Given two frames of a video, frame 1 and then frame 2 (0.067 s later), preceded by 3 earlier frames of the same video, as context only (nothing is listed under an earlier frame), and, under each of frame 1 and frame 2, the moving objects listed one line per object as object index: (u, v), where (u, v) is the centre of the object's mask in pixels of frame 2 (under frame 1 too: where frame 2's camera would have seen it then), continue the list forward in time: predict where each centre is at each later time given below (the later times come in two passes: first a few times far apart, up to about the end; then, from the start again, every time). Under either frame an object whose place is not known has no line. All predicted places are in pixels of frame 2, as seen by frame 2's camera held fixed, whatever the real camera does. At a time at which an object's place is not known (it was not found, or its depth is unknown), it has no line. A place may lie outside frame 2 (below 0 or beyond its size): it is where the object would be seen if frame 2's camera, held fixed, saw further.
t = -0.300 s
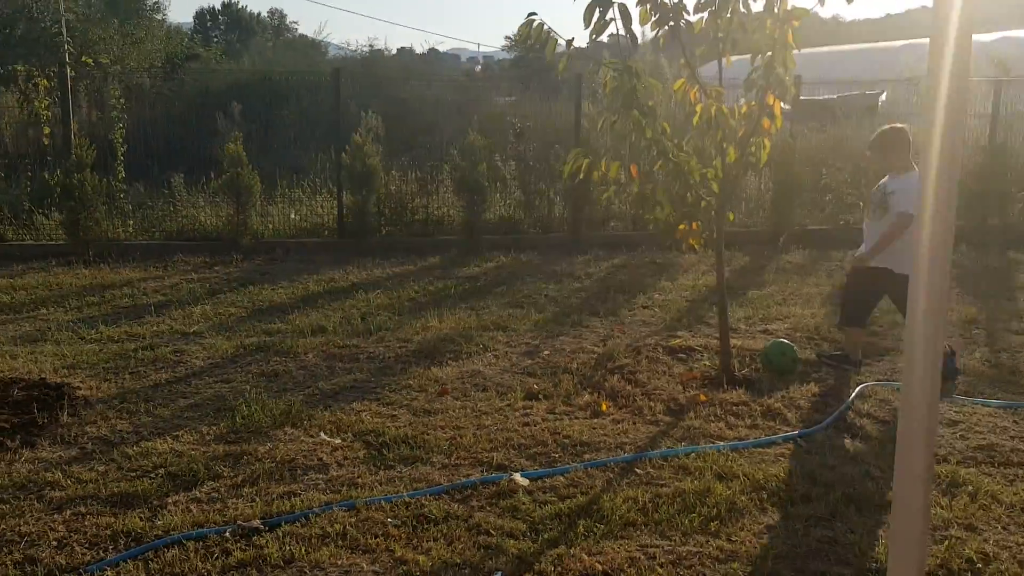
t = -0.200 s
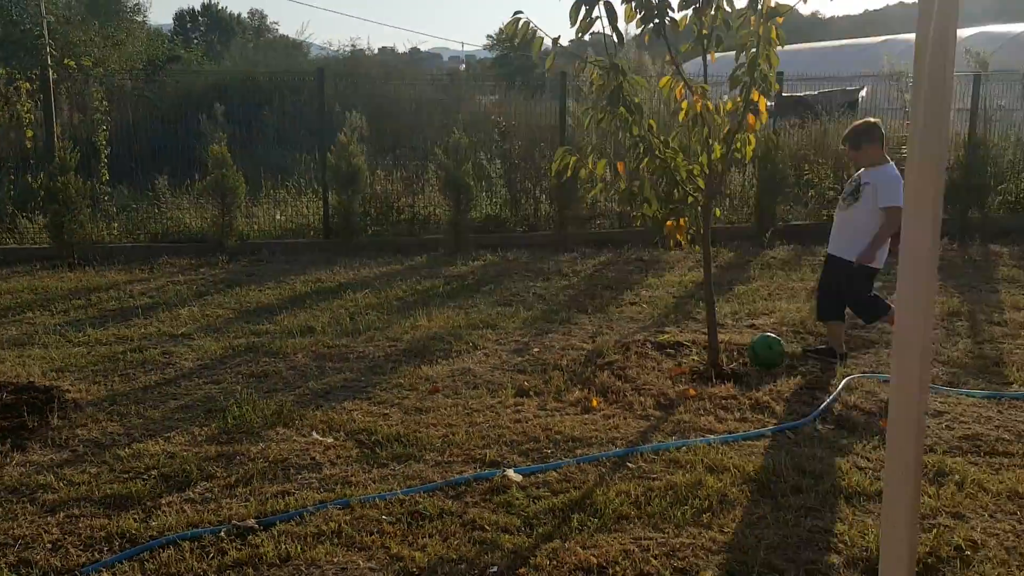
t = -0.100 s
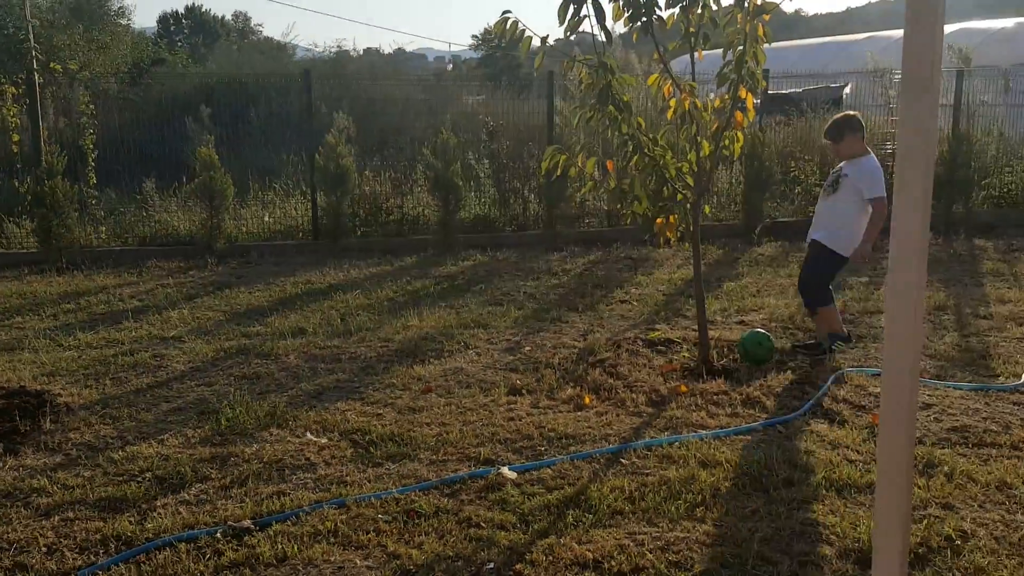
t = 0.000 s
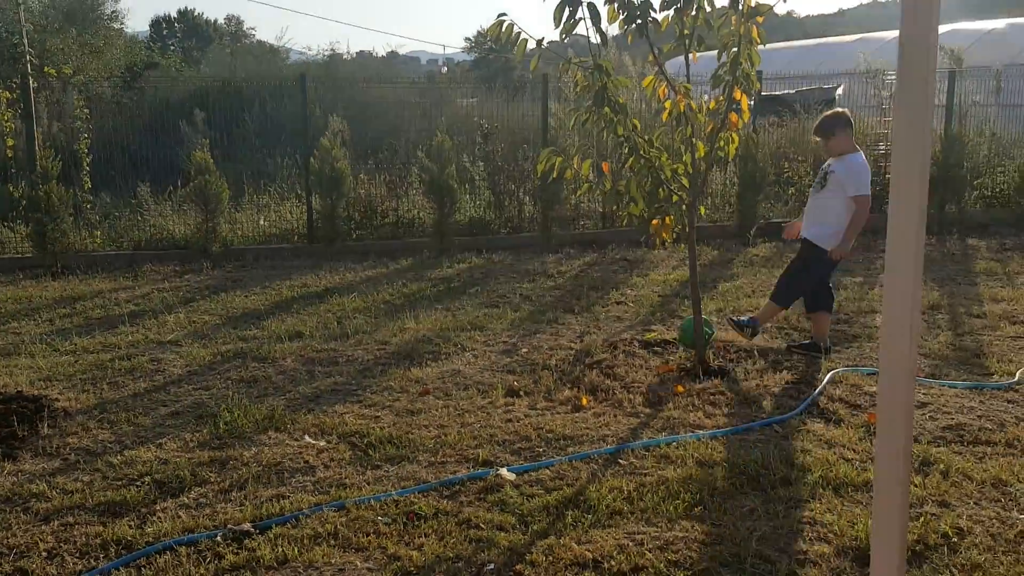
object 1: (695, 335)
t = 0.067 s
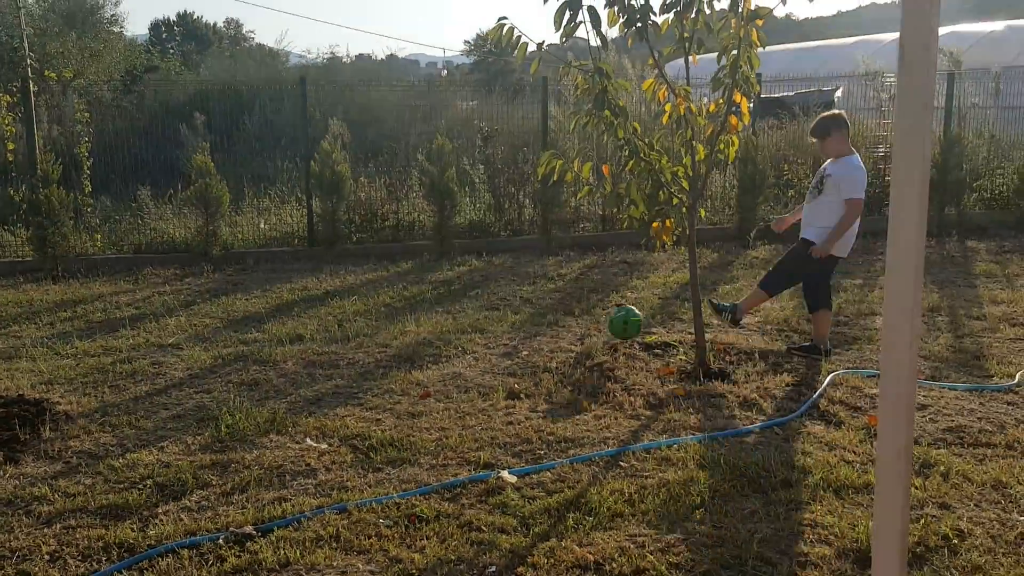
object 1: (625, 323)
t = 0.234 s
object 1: (453, 326)
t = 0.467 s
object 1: (282, 325)
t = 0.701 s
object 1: (158, 336)
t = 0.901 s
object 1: (74, 337)
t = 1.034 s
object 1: (32, 337)
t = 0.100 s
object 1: (590, 320)
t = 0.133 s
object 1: (555, 318)
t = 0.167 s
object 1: (521, 319)
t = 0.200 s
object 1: (487, 321)
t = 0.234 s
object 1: (453, 326)
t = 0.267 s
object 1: (420, 332)
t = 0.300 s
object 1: (388, 340)
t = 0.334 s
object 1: (359, 343)
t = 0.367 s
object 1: (340, 337)
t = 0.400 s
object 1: (320, 331)
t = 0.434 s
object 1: (300, 327)
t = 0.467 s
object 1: (282, 325)
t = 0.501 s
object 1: (263, 324)
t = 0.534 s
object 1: (245, 326)
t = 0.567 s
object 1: (227, 327)
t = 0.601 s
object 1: (208, 331)
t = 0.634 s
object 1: (190, 339)
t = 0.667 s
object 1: (173, 341)
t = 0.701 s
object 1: (158, 336)
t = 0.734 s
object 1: (144, 332)
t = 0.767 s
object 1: (130, 329)
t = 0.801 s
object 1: (116, 329)
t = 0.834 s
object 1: (101, 330)
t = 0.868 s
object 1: (88, 333)
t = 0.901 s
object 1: (74, 337)
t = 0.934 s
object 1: (61, 340)
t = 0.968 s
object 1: (47, 339)
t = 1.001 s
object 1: (37, 339)
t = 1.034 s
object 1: (32, 337)
